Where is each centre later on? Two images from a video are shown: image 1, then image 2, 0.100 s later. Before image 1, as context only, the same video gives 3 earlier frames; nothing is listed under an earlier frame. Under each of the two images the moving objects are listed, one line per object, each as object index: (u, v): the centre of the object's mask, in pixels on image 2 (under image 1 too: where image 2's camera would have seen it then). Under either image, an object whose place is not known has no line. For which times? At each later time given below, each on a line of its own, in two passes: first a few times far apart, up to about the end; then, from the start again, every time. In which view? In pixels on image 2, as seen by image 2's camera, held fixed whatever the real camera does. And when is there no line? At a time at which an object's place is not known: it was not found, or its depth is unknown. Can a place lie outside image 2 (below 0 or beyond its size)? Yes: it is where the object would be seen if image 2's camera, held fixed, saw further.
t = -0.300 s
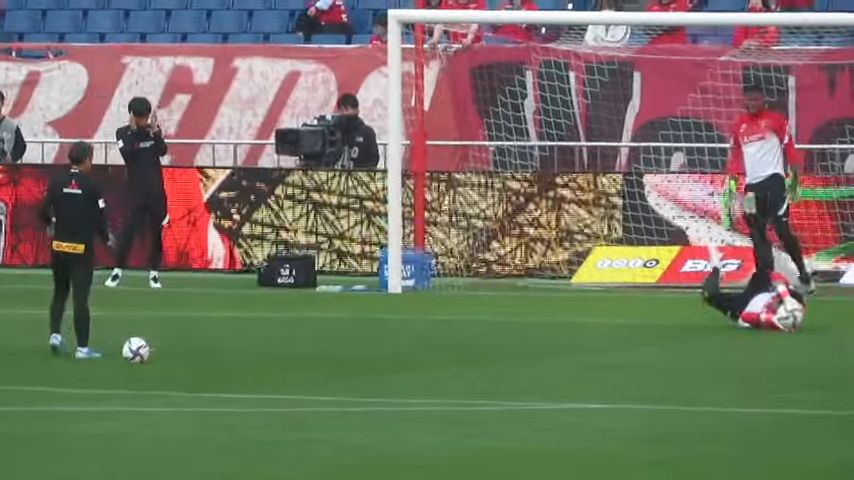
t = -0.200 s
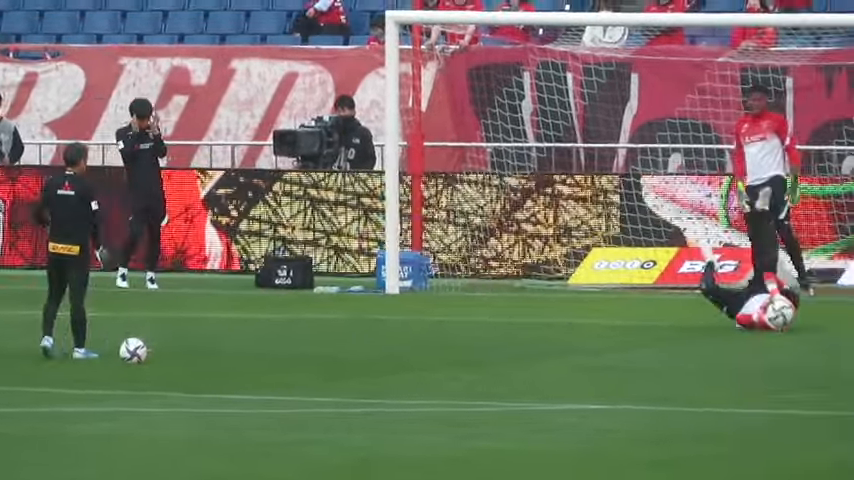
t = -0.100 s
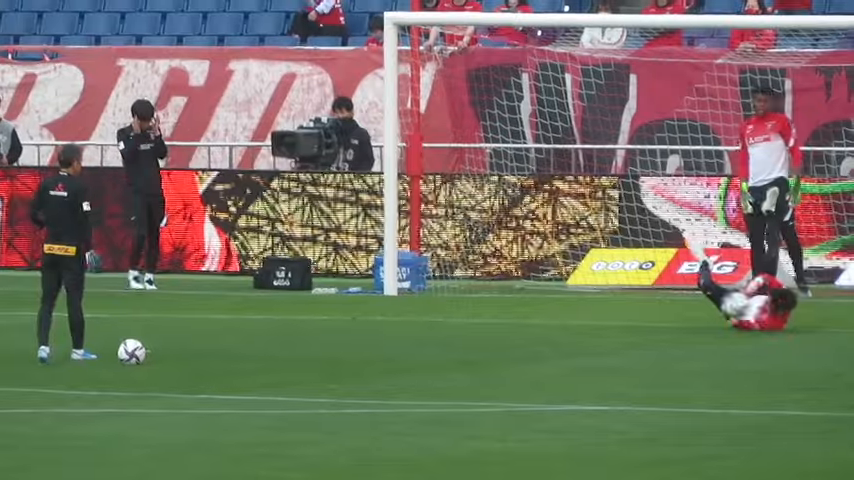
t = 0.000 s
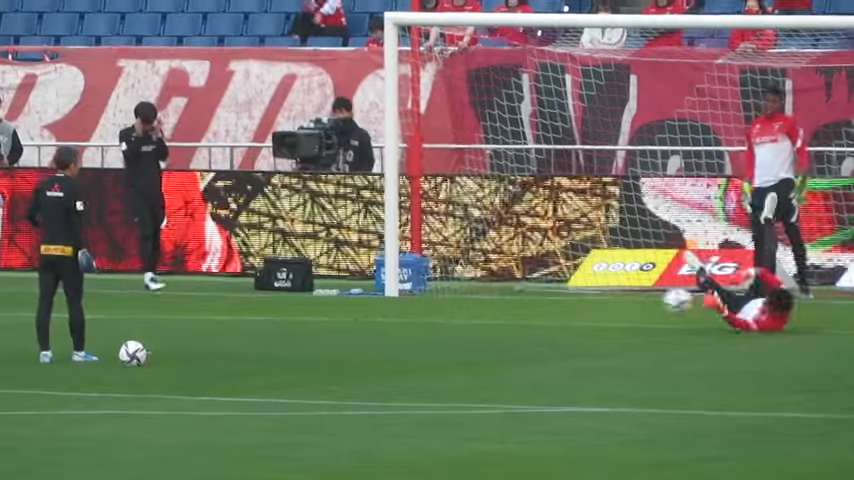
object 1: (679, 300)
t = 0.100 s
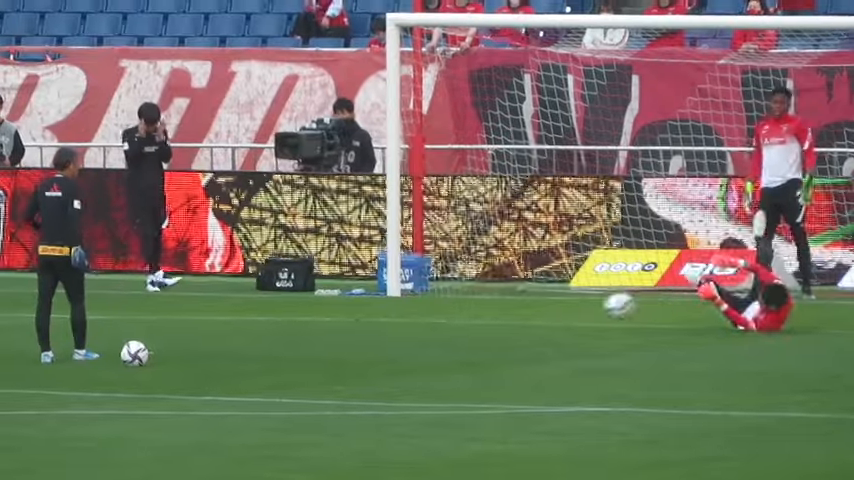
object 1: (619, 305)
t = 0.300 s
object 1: (512, 325)
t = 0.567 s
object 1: (430, 332)
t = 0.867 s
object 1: (333, 341)
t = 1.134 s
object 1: (252, 346)
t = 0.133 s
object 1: (598, 308)
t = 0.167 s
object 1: (578, 315)
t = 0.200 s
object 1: (558, 321)
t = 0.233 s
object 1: (538, 329)
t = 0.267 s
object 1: (522, 330)
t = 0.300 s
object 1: (512, 325)
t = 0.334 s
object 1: (502, 322)
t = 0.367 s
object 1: (492, 320)
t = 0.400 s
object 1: (481, 317)
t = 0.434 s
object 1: (471, 318)
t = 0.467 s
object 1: (460, 319)
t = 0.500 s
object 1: (451, 323)
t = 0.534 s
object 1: (440, 326)
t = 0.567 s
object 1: (430, 332)
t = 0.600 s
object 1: (420, 336)
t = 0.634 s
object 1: (409, 337)
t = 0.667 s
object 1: (398, 334)
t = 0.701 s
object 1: (387, 334)
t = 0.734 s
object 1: (377, 335)
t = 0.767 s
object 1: (365, 336)
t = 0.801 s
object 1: (355, 340)
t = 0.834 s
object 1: (344, 342)
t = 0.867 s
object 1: (333, 341)
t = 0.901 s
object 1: (323, 341)
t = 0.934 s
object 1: (312, 342)
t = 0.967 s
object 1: (302, 344)
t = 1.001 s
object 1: (291, 344)
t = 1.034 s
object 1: (282, 344)
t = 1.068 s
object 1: (272, 344)
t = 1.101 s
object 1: (262, 346)
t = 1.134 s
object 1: (252, 346)
